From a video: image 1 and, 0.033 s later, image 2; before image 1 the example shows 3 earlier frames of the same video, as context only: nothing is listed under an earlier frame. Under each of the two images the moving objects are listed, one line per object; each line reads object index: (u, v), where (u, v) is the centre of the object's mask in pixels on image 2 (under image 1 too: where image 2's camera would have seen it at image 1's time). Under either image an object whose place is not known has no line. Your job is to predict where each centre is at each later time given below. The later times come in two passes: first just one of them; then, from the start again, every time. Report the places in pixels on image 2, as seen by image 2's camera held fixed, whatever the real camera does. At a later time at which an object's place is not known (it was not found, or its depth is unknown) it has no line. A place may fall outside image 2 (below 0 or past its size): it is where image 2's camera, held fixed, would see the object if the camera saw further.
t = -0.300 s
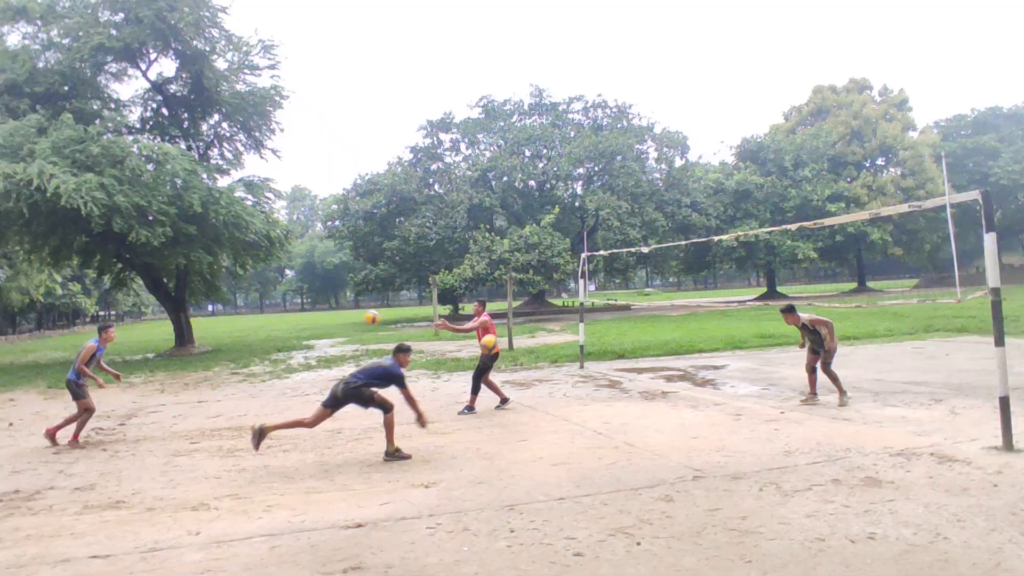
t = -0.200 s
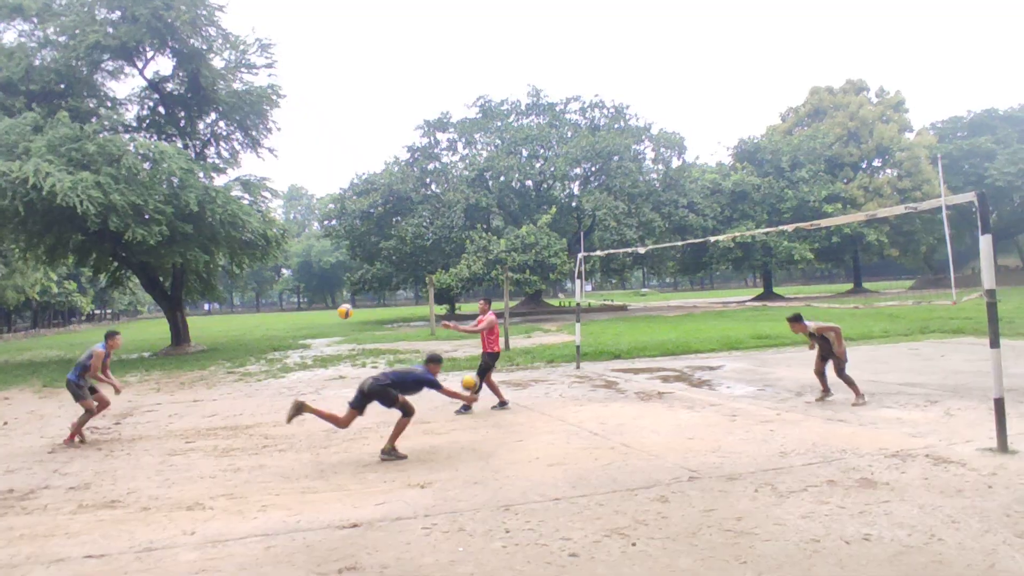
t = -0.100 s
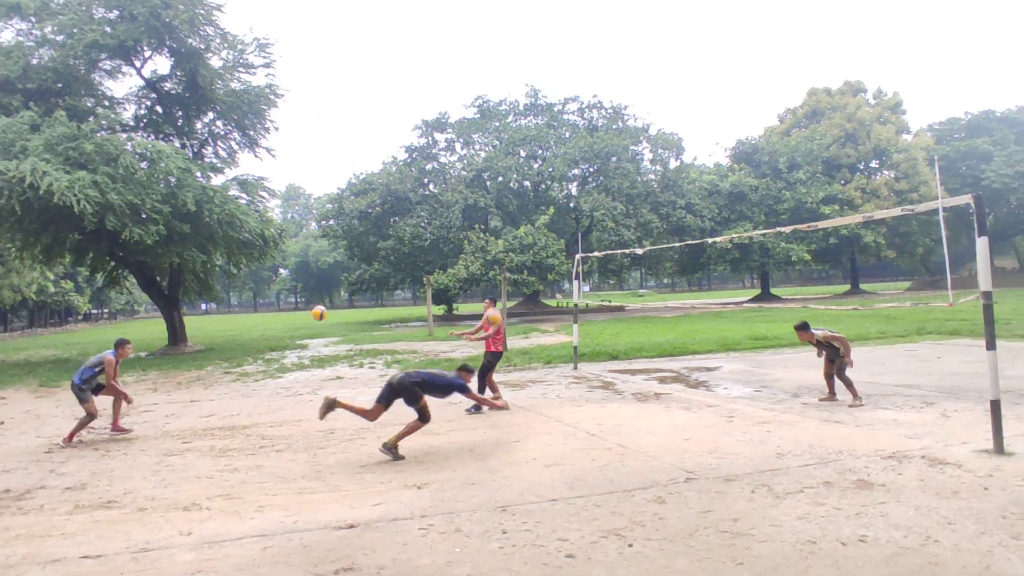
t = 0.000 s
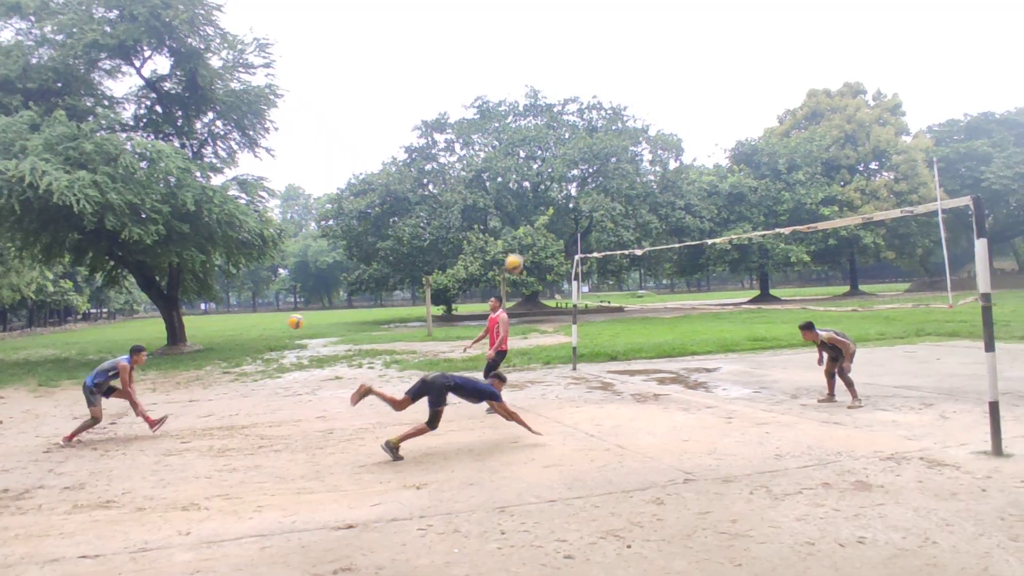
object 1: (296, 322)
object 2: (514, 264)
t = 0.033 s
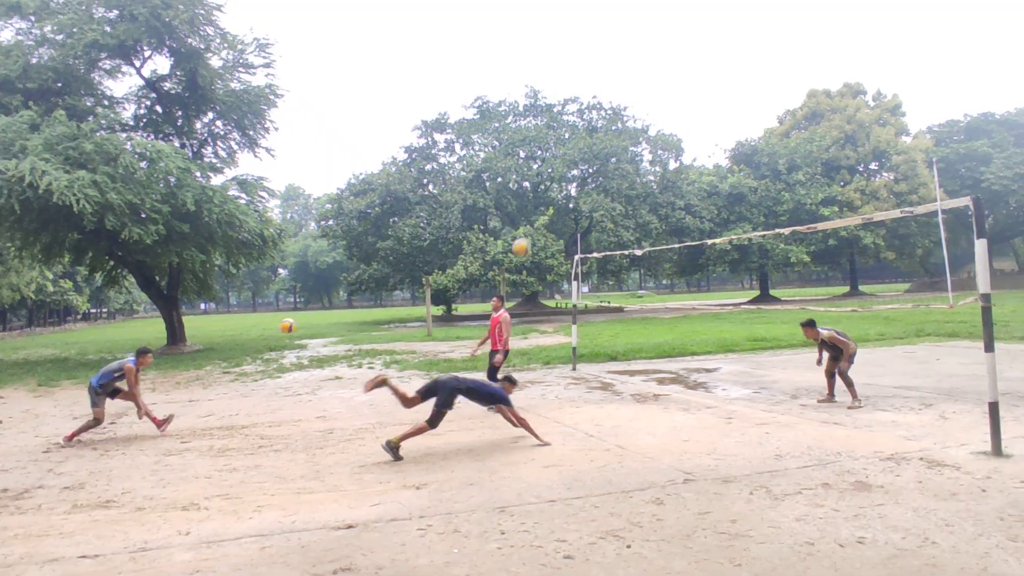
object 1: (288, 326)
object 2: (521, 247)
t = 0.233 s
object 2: (563, 173)
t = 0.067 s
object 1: (280, 331)
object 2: (528, 232)
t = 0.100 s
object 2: (536, 219)
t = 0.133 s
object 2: (543, 206)
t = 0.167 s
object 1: (257, 351)
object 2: (549, 195)
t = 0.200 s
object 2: (556, 184)
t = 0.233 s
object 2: (563, 173)
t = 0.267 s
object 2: (570, 165)
